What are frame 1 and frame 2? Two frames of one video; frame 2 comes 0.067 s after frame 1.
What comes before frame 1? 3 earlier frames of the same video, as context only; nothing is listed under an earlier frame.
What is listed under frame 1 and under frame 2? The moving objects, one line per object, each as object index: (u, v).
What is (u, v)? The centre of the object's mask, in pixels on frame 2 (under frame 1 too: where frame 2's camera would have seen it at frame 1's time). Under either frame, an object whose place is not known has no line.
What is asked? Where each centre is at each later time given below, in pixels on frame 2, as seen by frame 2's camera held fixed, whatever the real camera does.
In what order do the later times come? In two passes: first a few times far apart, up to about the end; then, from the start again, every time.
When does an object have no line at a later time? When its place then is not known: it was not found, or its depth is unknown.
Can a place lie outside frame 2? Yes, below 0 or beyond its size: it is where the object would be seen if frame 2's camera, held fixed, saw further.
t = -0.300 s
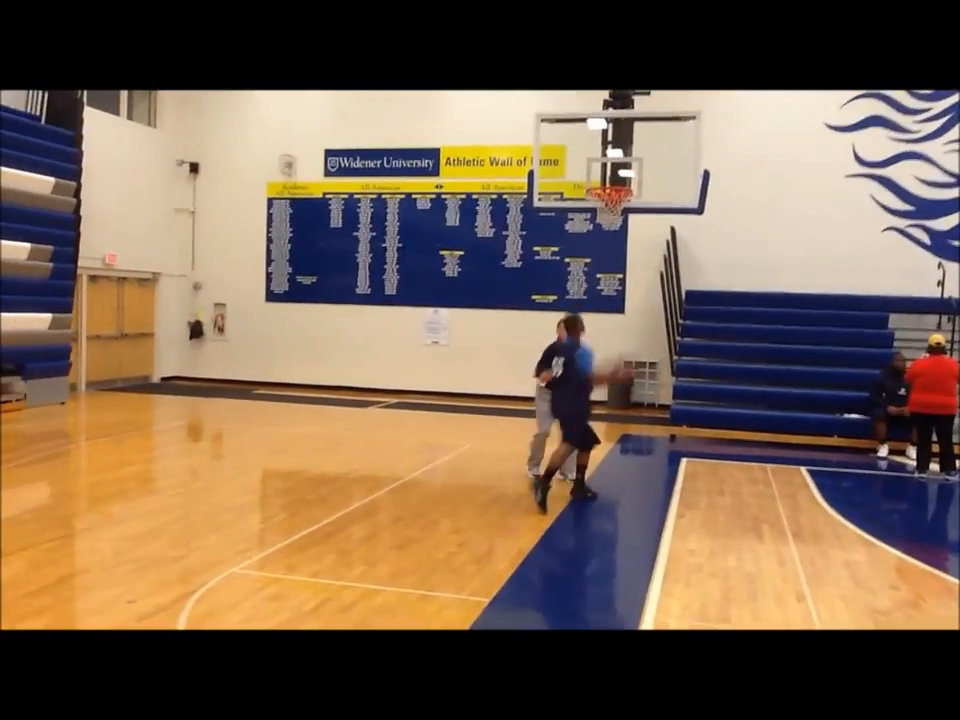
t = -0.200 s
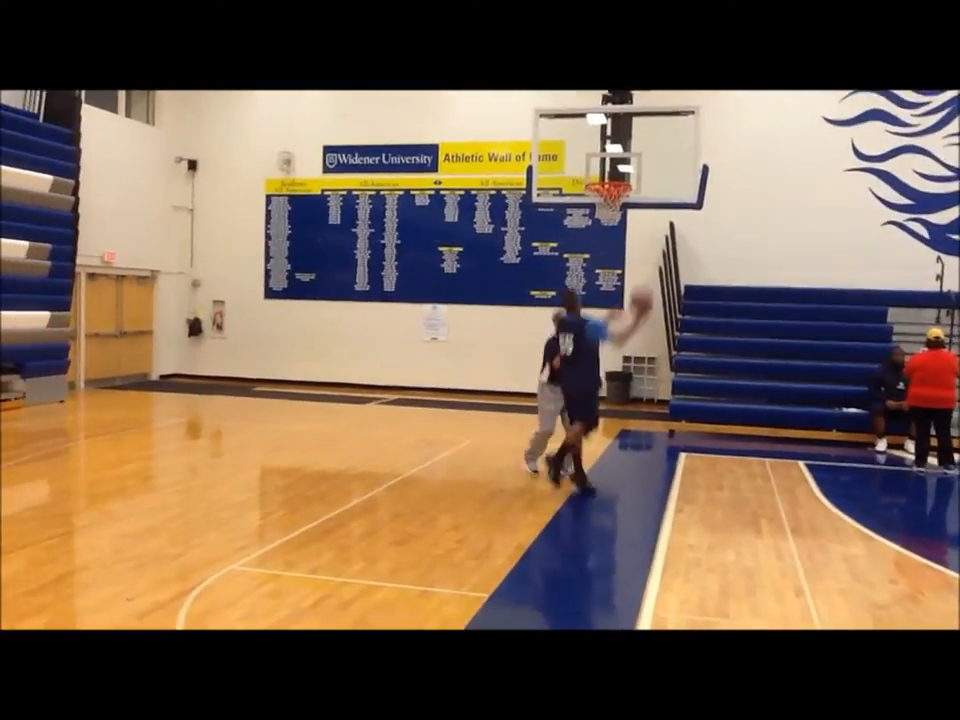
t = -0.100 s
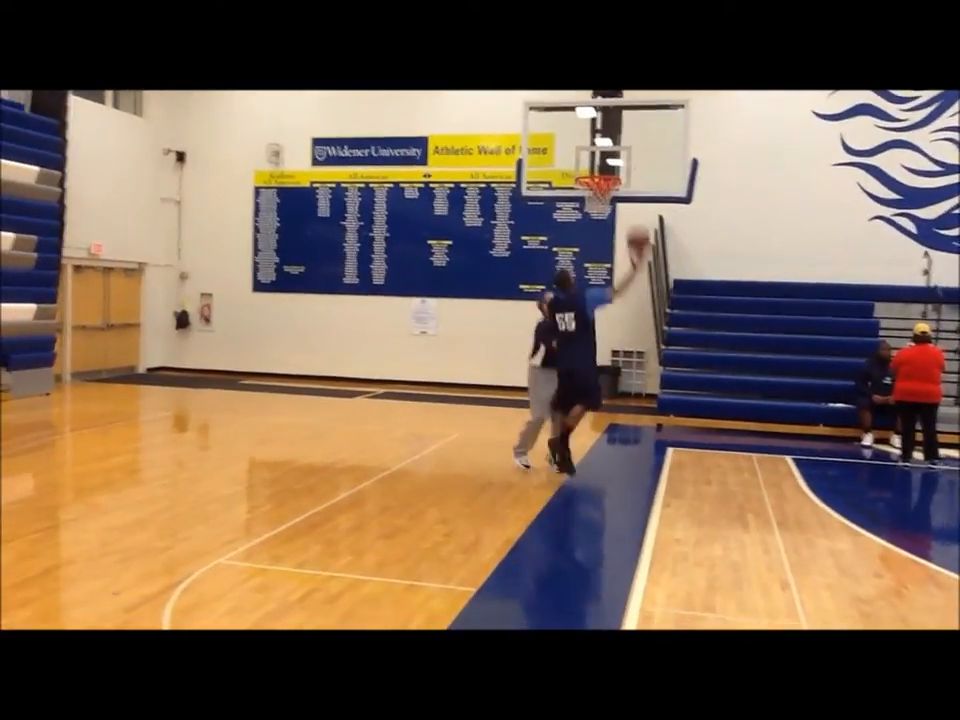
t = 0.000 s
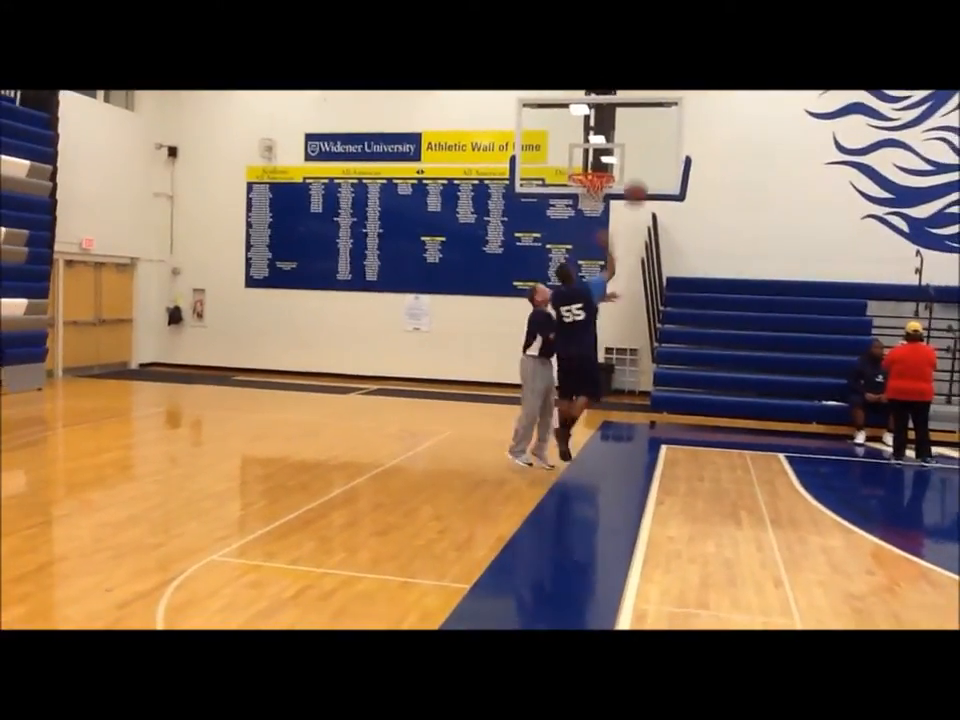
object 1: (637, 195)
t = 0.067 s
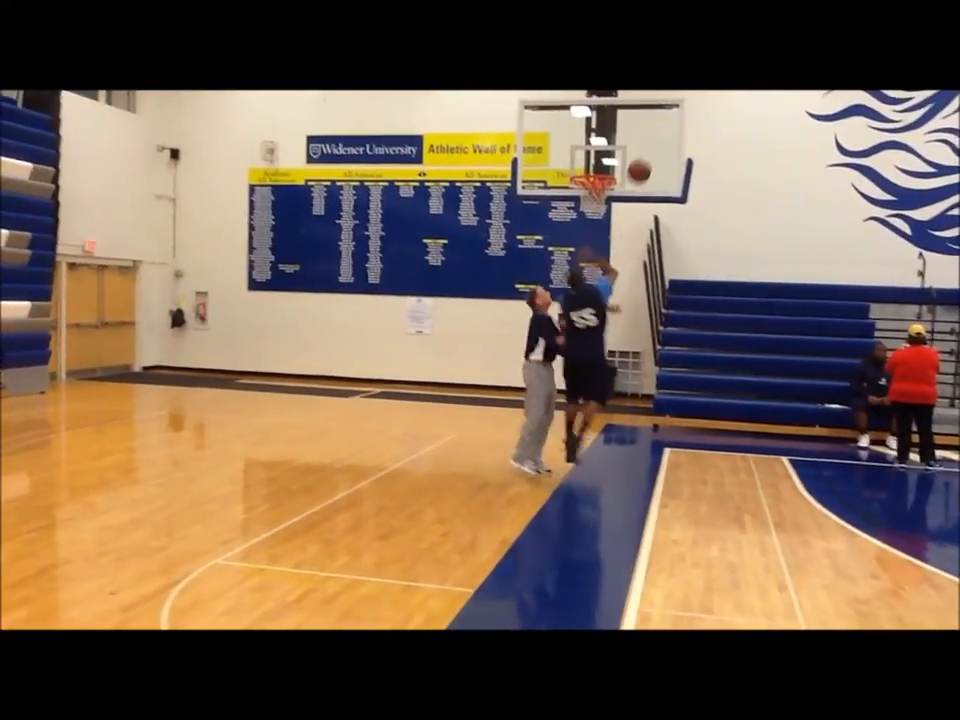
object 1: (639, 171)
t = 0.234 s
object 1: (643, 132)
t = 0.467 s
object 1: (645, 123)
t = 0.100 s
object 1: (640, 161)
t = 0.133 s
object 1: (641, 152)
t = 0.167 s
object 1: (642, 144)
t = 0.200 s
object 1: (643, 138)
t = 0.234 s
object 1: (643, 132)
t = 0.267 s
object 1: (644, 128)
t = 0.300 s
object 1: (645, 125)
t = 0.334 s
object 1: (645, 122)
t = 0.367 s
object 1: (646, 121)
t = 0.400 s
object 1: (646, 121)
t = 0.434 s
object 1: (645, 122)
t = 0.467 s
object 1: (645, 123)
